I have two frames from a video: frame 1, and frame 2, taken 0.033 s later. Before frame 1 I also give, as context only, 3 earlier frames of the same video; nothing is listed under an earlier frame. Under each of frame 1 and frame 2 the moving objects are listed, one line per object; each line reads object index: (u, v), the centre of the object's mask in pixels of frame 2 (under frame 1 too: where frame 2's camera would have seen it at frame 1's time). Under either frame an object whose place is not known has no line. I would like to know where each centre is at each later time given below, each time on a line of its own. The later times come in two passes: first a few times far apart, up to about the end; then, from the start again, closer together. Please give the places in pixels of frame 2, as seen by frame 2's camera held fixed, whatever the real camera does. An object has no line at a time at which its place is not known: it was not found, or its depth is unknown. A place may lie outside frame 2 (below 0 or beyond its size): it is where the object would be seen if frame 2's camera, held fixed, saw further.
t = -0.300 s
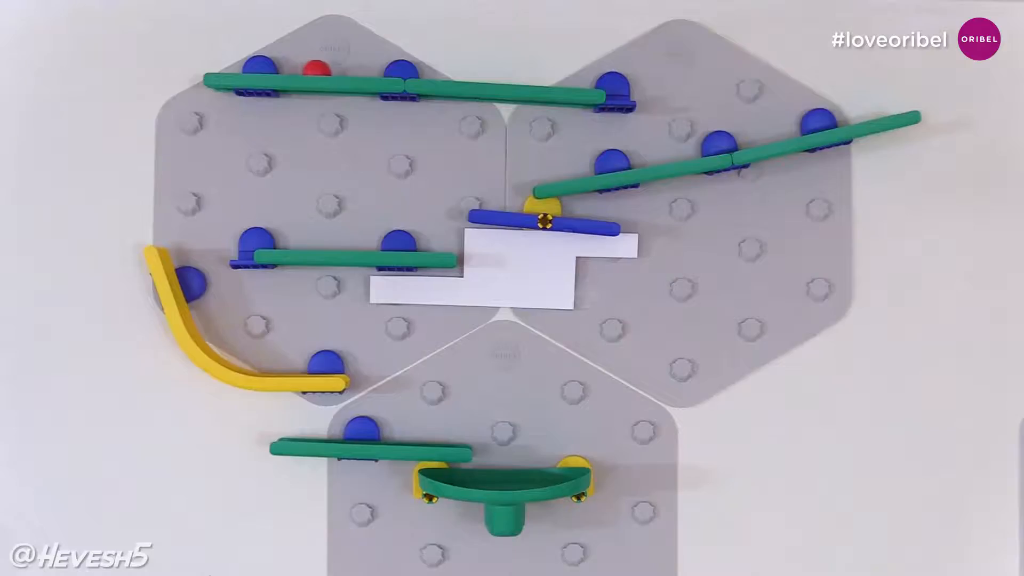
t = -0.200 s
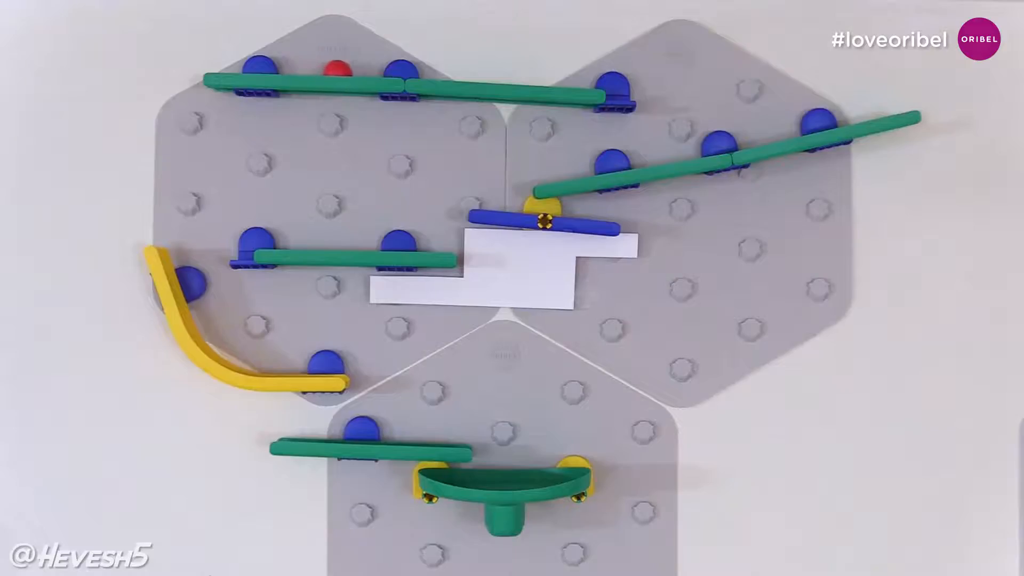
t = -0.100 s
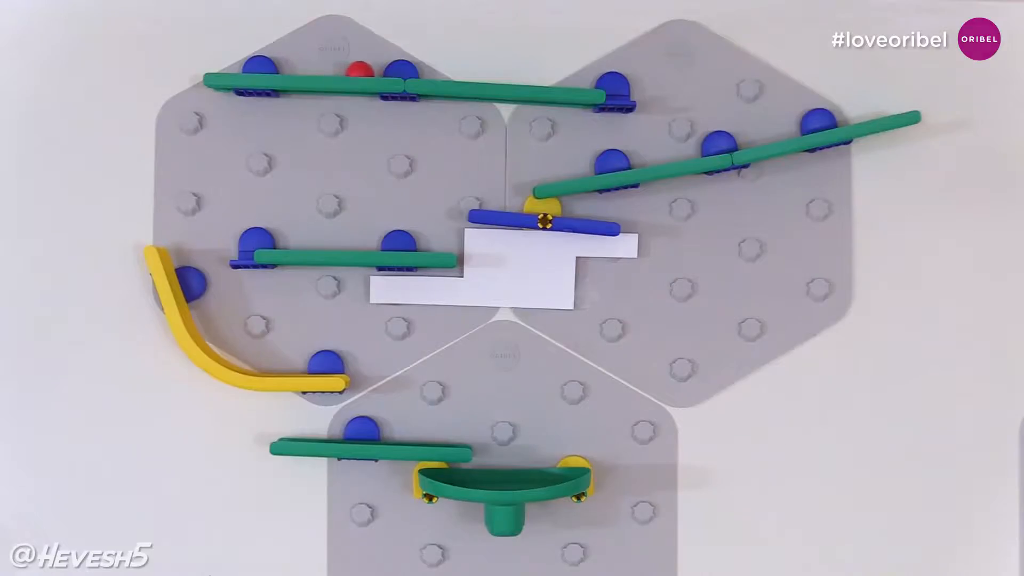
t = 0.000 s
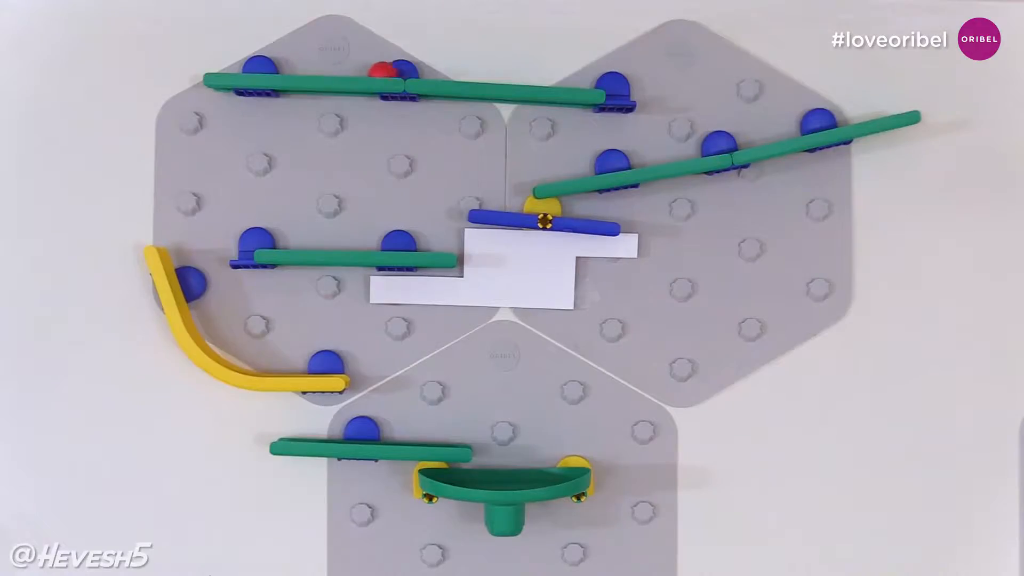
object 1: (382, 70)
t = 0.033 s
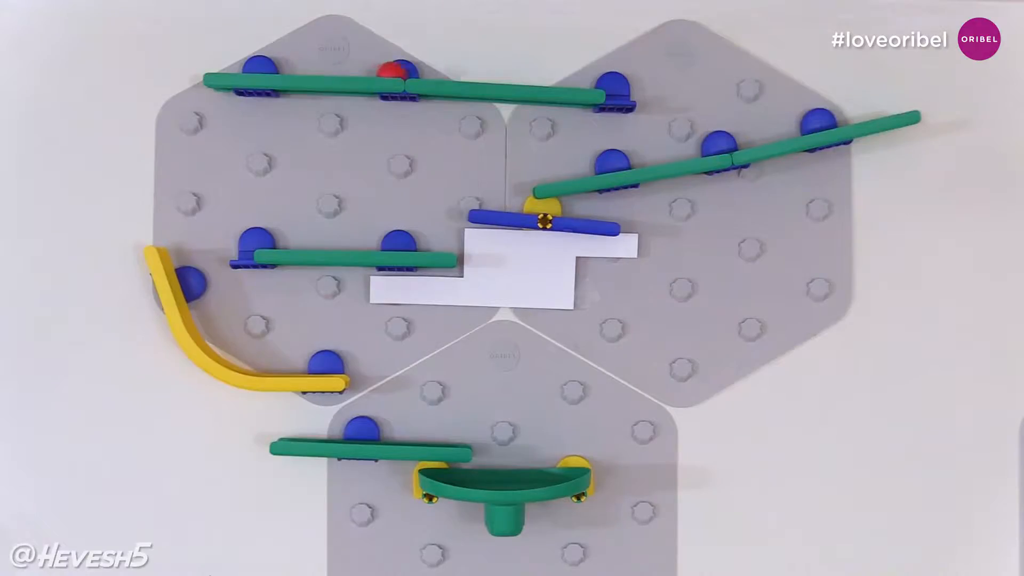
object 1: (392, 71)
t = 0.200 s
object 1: (438, 73)
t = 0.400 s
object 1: (508, 77)
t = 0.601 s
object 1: (590, 82)
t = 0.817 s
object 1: (689, 152)
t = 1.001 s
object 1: (715, 148)
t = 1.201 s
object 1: (704, 150)
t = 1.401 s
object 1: (650, 158)
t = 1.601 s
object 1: (554, 174)
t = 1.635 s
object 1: (534, 179)
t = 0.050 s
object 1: (396, 71)
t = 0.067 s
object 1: (400, 70)
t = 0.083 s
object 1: (404, 71)
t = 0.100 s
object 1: (409, 72)
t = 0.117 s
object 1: (414, 72)
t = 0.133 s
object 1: (418, 72)
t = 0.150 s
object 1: (424, 72)
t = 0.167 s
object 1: (429, 72)
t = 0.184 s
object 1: (434, 73)
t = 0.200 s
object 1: (438, 73)
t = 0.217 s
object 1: (444, 73)
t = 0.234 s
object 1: (449, 74)
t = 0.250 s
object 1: (455, 74)
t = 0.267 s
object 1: (460, 74)
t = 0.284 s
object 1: (465, 75)
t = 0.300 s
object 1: (471, 75)
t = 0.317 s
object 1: (477, 75)
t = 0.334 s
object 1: (483, 75)
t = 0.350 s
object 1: (489, 76)
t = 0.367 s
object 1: (495, 76)
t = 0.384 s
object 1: (502, 77)
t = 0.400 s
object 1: (508, 77)
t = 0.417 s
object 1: (515, 77)
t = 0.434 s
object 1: (522, 78)
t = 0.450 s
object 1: (528, 78)
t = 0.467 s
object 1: (535, 79)
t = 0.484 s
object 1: (542, 79)
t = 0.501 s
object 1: (548, 80)
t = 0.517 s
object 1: (556, 80)
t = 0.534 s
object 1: (562, 80)
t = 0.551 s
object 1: (569, 80)
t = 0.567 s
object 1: (577, 81)
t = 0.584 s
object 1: (584, 81)
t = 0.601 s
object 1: (590, 82)
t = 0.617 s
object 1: (600, 84)
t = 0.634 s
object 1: (609, 86)
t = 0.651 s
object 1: (615, 88)
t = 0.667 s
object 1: (622, 89)
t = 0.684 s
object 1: (629, 89)
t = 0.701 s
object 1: (637, 90)
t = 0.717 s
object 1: (644, 92)
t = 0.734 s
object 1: (651, 98)
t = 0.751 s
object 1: (658, 105)
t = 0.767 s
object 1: (666, 116)
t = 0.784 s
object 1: (674, 129)
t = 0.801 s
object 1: (682, 145)
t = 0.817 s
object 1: (689, 152)
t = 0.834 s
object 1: (696, 148)
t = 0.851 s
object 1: (699, 148)
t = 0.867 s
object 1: (701, 150)
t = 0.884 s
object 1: (704, 150)
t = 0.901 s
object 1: (706, 149)
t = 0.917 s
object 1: (708, 149)
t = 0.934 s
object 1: (710, 149)
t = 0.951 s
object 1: (713, 148)
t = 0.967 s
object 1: (714, 148)
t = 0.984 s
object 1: (714, 148)
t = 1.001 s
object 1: (715, 148)
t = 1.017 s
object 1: (715, 147)
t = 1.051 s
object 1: (716, 148)
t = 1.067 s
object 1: (715, 148)
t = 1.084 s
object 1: (715, 148)
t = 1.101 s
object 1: (715, 148)
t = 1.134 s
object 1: (714, 148)
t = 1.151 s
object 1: (712, 148)
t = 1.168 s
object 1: (710, 149)
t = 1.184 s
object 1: (707, 149)
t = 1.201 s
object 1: (704, 150)
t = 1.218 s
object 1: (702, 150)
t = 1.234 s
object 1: (699, 150)
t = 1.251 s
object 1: (695, 151)
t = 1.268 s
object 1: (692, 151)
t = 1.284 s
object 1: (687, 152)
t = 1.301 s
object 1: (683, 153)
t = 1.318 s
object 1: (678, 154)
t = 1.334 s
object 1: (673, 155)
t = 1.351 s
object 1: (668, 155)
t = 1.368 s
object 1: (663, 156)
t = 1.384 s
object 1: (656, 157)
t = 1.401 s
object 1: (650, 158)
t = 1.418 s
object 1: (644, 159)
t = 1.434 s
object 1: (637, 160)
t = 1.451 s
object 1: (631, 161)
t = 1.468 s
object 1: (623, 163)
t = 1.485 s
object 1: (616, 164)
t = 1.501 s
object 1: (609, 165)
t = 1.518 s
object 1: (600, 167)
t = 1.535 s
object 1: (591, 168)
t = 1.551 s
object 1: (582, 169)
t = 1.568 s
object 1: (573, 171)
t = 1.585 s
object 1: (564, 172)
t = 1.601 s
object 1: (554, 174)
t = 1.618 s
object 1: (544, 176)
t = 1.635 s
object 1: (534, 179)
